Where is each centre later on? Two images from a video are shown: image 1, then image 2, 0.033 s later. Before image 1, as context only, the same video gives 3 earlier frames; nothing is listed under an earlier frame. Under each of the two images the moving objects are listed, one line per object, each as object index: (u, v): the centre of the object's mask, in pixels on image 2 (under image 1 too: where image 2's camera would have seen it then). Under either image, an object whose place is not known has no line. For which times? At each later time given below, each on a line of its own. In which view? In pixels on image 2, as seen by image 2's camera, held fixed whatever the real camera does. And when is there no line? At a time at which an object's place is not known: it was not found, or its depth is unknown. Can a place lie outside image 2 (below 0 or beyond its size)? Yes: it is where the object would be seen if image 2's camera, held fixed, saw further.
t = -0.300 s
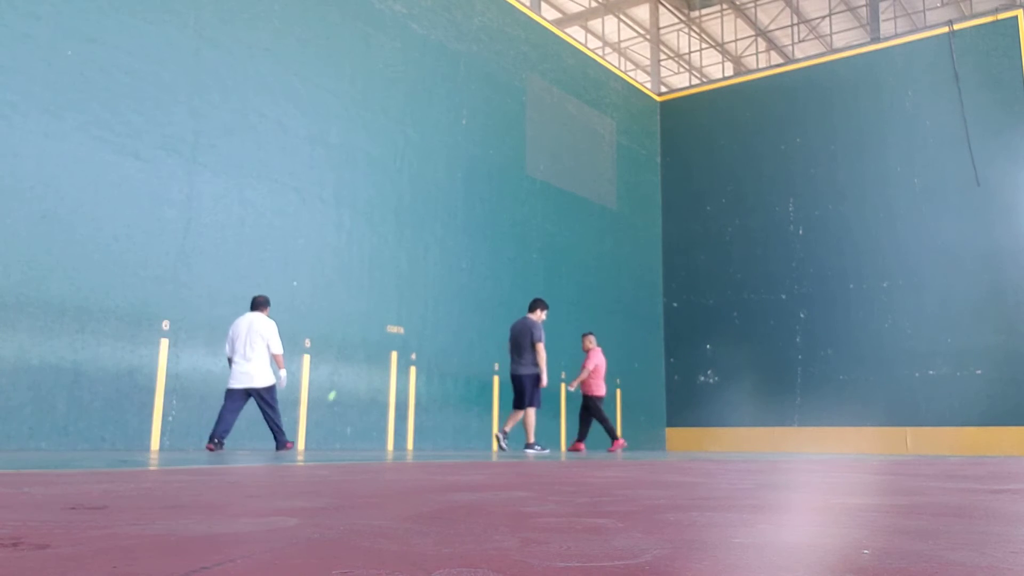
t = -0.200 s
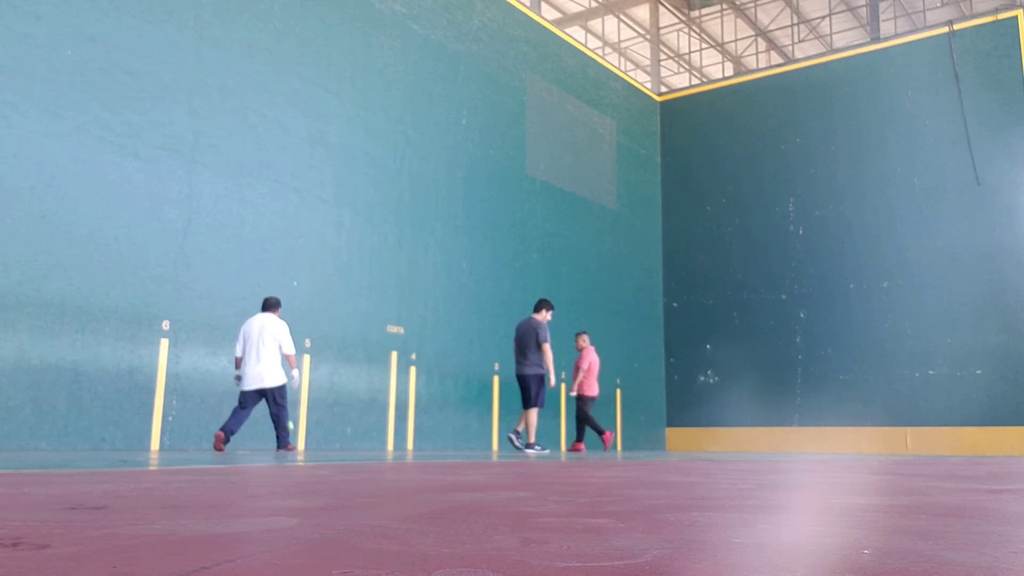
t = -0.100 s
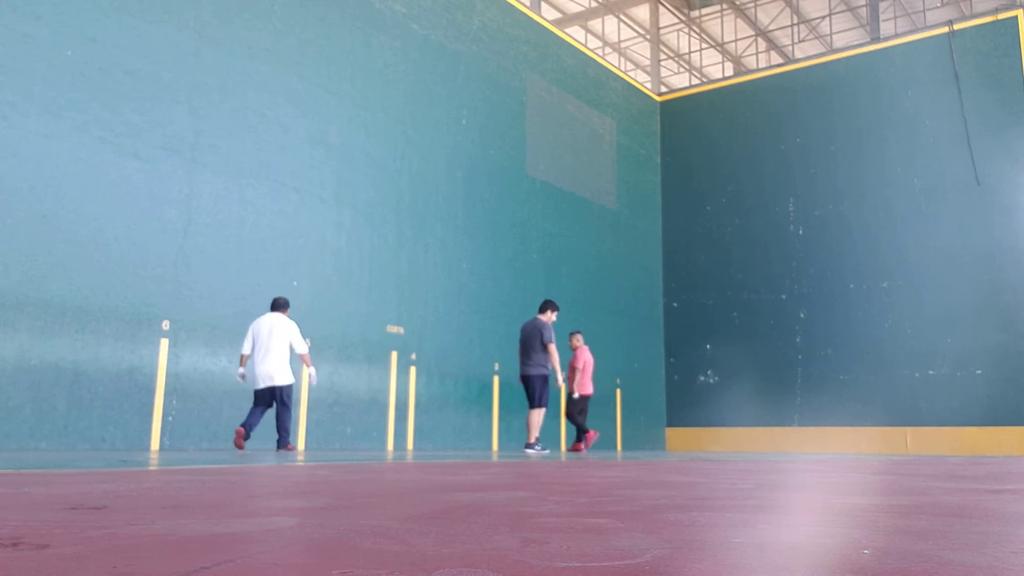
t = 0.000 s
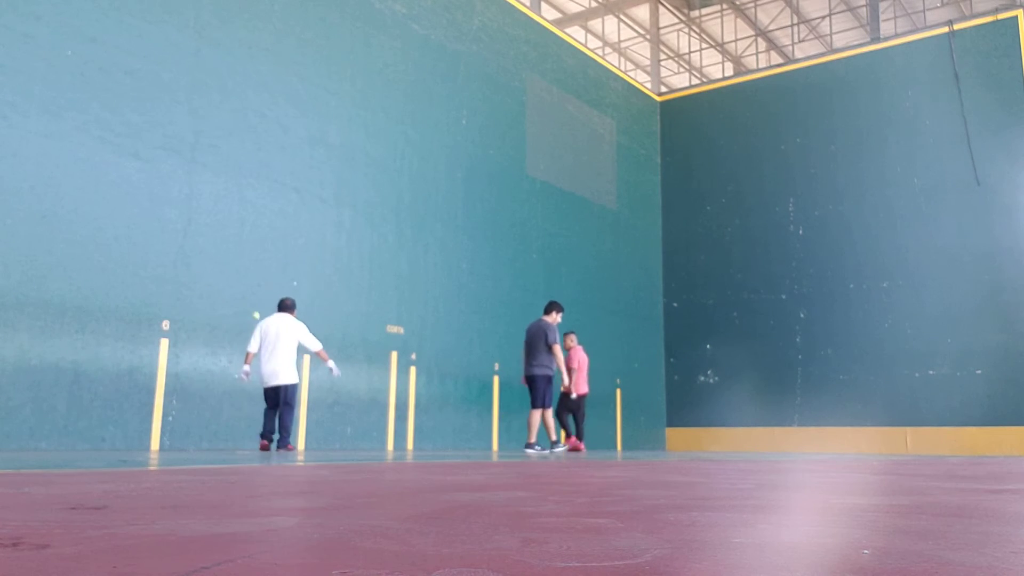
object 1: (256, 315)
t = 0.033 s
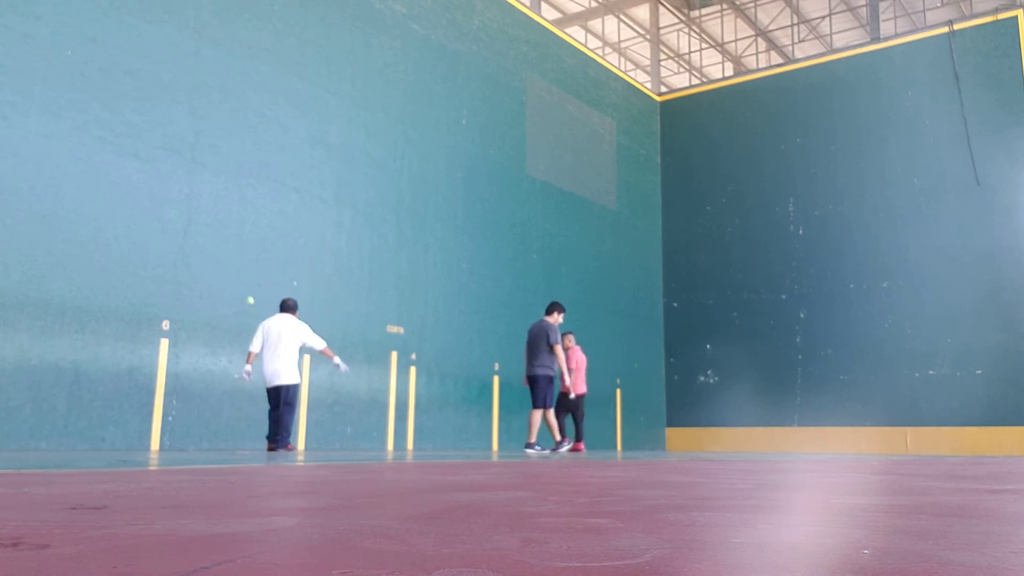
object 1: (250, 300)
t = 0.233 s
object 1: (213, 226)
